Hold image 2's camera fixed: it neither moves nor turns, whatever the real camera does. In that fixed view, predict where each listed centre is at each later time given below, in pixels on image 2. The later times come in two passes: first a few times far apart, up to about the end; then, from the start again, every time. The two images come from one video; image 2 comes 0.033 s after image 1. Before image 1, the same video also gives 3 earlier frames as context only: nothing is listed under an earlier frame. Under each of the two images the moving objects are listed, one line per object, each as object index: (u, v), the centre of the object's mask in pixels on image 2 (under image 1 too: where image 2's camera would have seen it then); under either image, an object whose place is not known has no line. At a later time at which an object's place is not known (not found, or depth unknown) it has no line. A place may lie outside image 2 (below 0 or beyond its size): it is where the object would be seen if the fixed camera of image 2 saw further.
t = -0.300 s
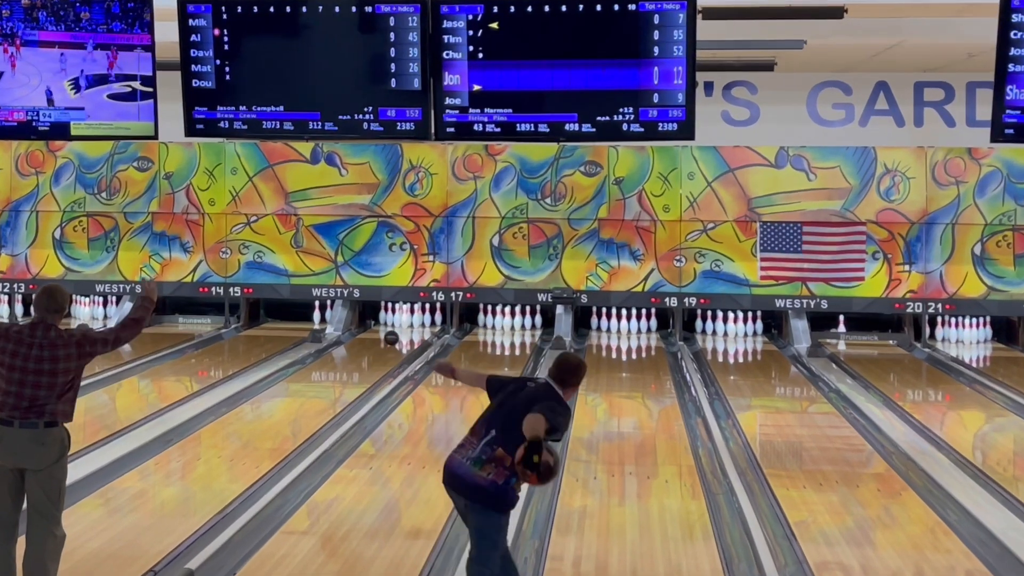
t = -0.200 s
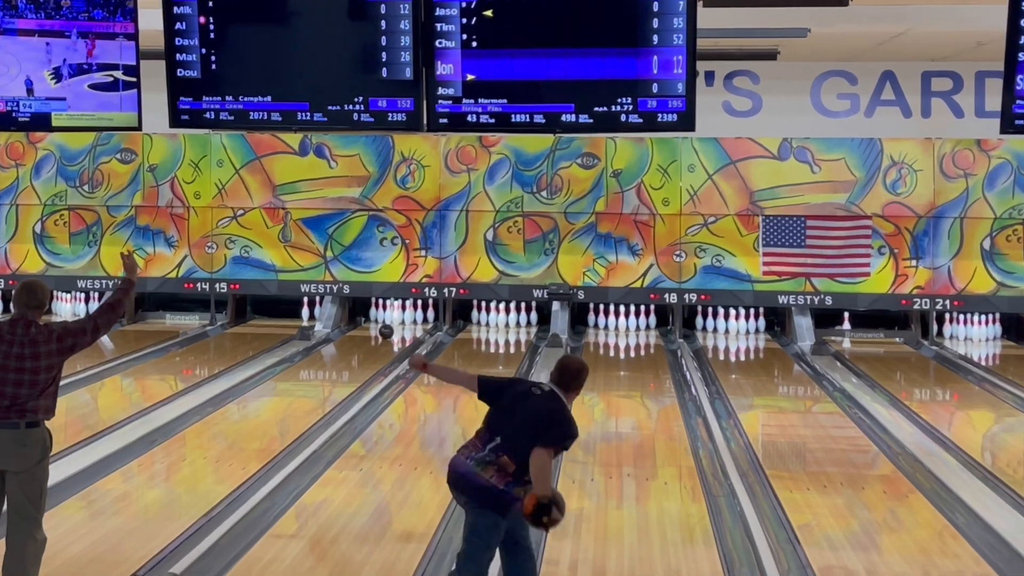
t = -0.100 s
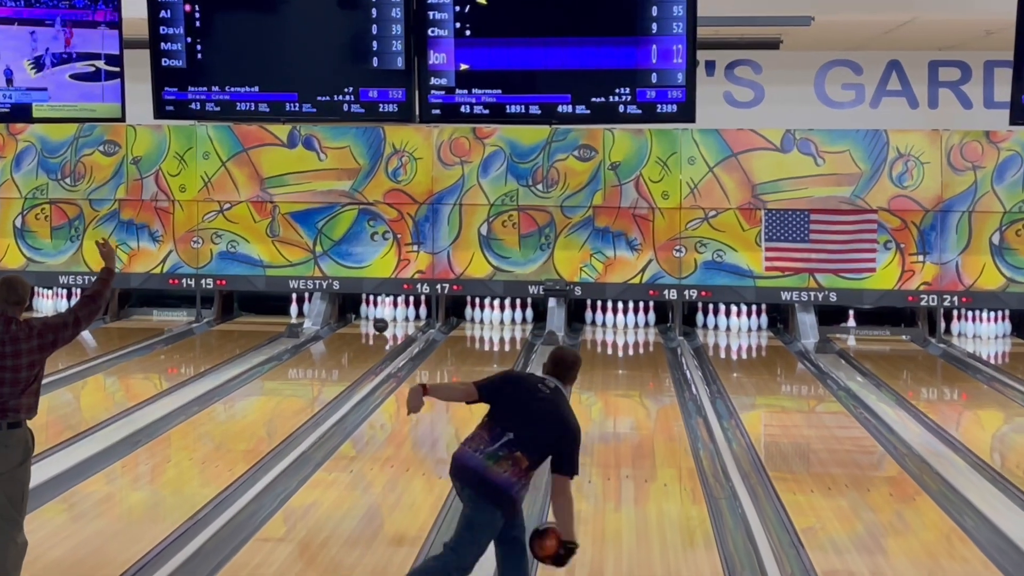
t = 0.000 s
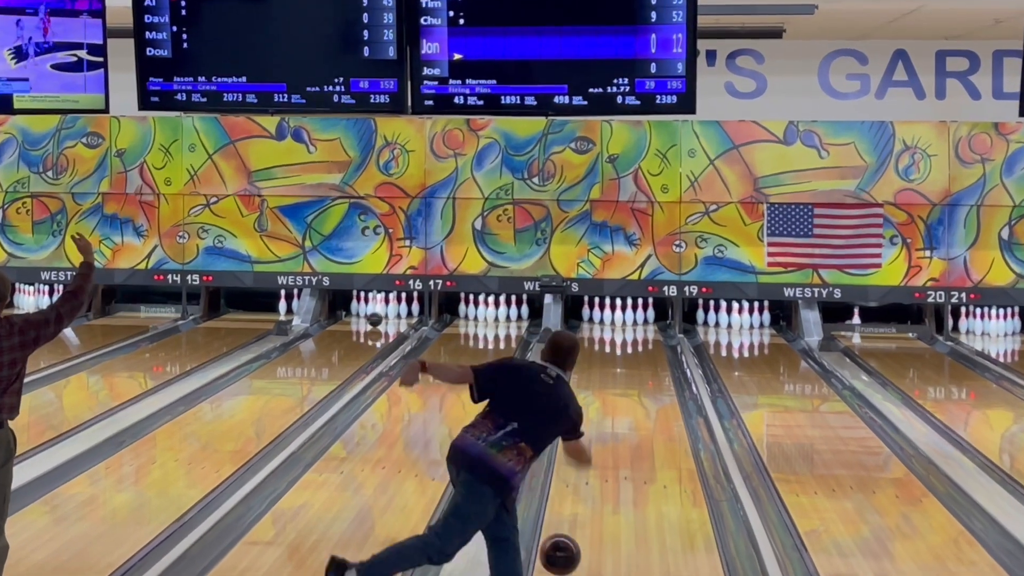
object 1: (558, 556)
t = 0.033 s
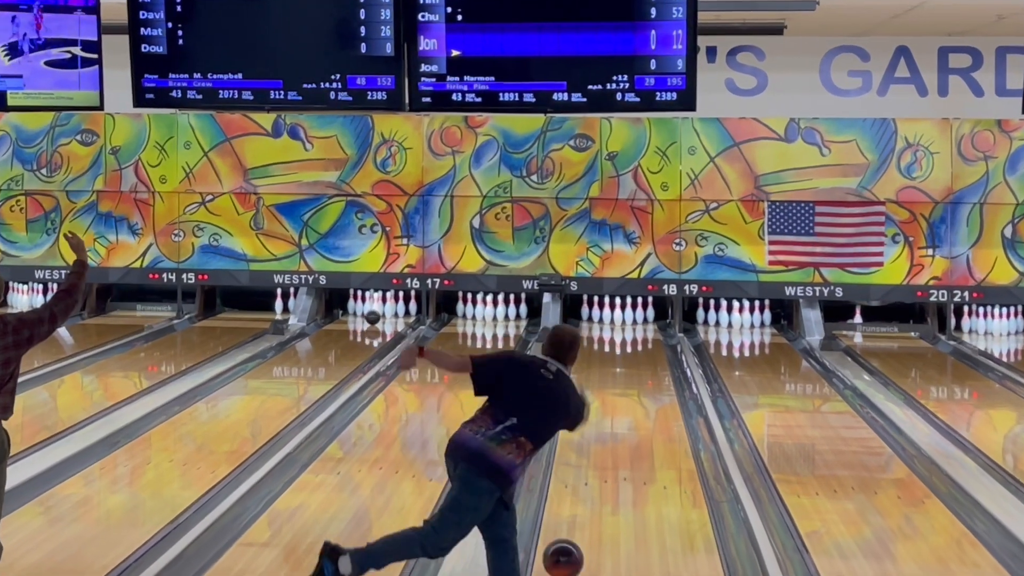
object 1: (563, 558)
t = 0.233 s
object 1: (588, 523)
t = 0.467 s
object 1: (608, 485)
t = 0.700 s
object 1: (622, 453)
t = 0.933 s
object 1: (632, 426)
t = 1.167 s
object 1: (641, 404)
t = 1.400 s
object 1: (647, 385)
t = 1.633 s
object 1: (652, 369)
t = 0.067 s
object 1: (568, 560)
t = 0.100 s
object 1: (572, 556)
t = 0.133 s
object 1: (577, 547)
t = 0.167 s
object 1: (580, 537)
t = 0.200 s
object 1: (584, 529)
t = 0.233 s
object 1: (588, 523)
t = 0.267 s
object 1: (591, 520)
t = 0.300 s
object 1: (594, 515)
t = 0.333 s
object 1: (597, 509)
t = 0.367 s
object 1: (600, 502)
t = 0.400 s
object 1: (603, 496)
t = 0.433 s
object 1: (605, 490)
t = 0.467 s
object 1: (608, 485)
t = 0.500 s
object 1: (610, 480)
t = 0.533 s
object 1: (612, 475)
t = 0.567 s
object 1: (614, 471)
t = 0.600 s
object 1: (616, 466)
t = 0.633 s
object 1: (618, 461)
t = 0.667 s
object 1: (620, 457)
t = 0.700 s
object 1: (622, 453)
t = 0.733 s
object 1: (624, 448)
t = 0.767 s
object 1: (625, 444)
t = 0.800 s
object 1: (627, 440)
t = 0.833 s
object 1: (628, 437)
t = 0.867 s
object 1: (630, 433)
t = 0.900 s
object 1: (631, 429)
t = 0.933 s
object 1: (632, 426)
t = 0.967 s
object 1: (634, 423)
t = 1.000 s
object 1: (635, 419)
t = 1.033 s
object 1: (636, 416)
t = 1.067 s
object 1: (637, 413)
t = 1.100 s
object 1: (639, 410)
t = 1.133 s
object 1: (640, 407)
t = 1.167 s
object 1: (641, 404)
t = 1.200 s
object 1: (642, 401)
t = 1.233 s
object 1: (642, 399)
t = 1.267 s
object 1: (644, 396)
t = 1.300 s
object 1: (645, 393)
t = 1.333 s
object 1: (645, 390)
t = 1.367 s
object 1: (646, 388)
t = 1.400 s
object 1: (647, 385)
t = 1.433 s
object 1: (648, 383)
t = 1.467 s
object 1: (649, 381)
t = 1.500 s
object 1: (649, 378)
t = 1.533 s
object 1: (650, 376)
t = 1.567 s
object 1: (651, 373)
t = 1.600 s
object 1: (651, 371)
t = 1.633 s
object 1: (652, 369)
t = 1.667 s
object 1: (652, 367)
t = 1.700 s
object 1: (653, 365)
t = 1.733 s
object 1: (653, 363)
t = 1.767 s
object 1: (654, 361)
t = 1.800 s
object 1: (653, 359)
